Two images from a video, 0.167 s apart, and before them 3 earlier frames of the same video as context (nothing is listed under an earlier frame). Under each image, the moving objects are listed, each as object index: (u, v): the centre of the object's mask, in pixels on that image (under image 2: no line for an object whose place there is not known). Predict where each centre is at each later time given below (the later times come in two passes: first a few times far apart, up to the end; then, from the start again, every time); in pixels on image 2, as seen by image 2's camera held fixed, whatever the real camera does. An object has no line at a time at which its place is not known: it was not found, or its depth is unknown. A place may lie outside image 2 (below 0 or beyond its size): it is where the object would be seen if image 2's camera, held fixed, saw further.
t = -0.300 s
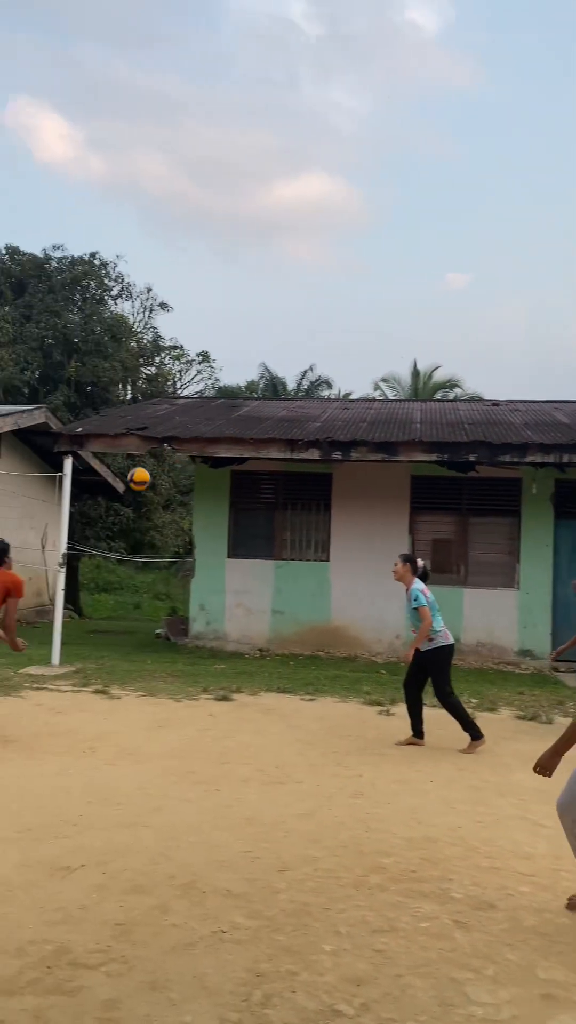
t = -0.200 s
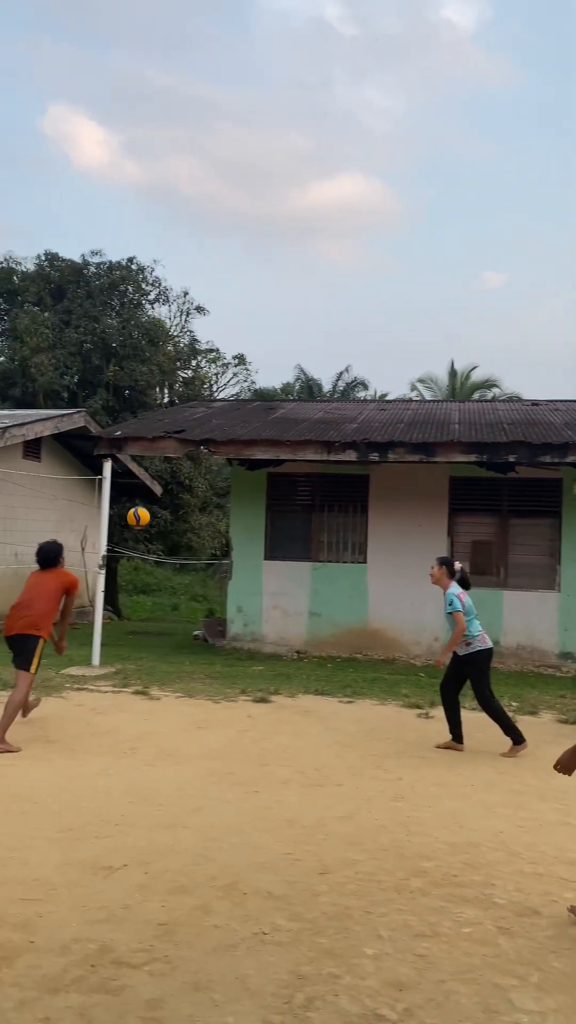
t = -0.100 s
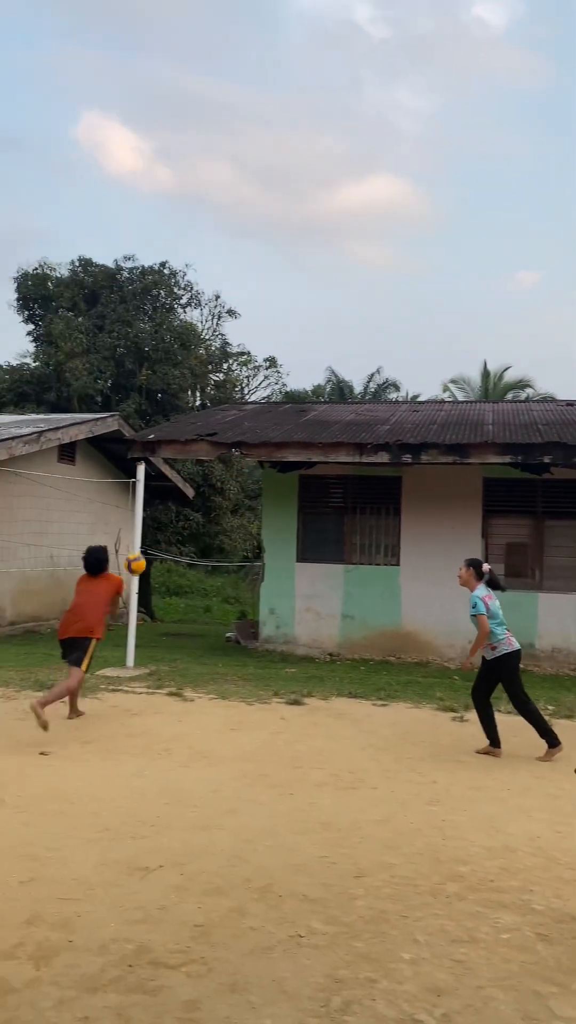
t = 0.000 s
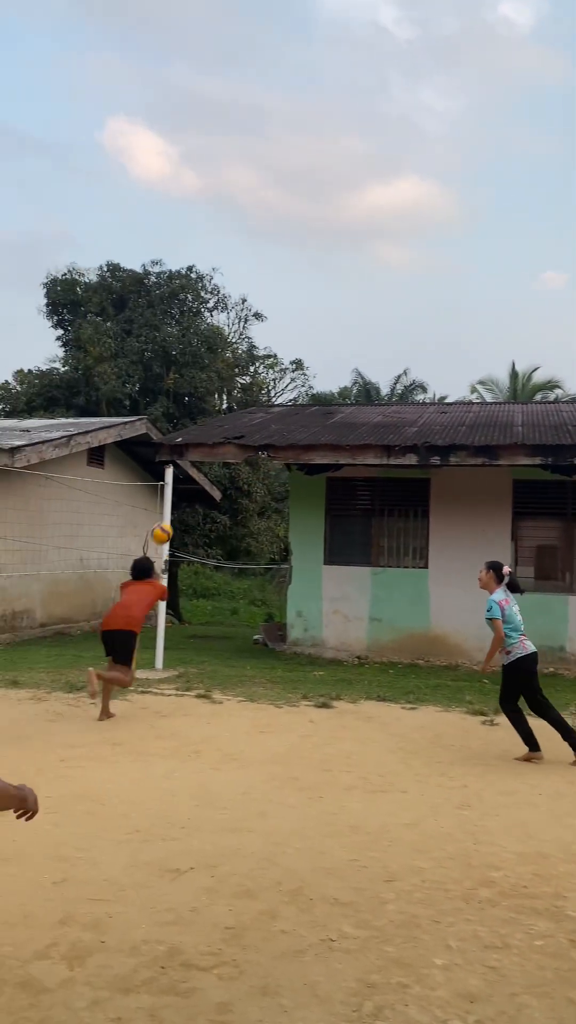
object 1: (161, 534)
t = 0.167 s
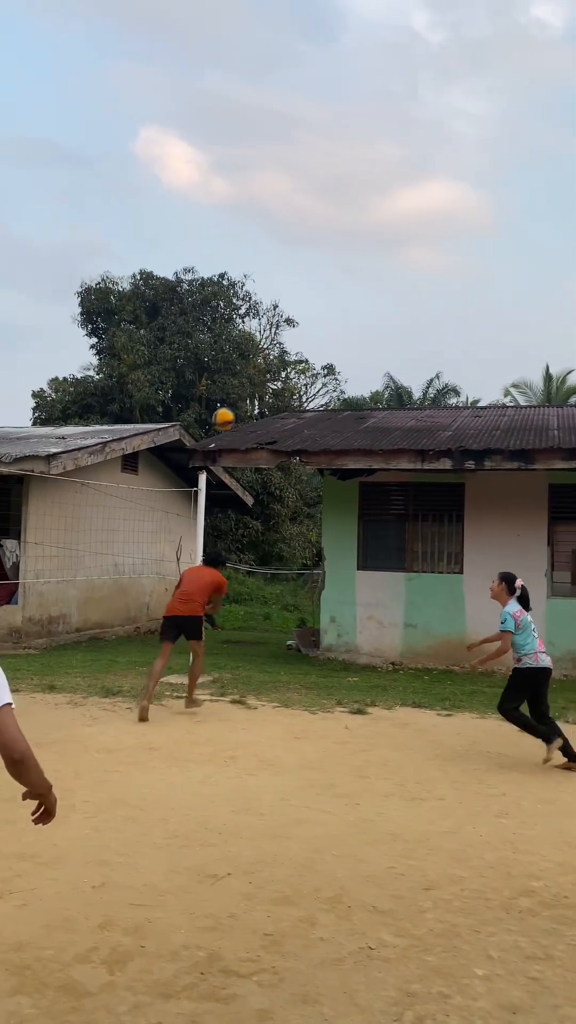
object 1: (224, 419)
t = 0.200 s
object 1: (229, 398)
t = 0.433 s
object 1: (269, 274)
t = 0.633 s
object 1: (305, 207)
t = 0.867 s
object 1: (349, 181)
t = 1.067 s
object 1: (389, 211)
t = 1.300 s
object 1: (437, 322)
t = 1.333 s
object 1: (444, 345)
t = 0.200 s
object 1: (229, 398)
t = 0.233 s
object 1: (235, 378)
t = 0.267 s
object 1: (241, 359)
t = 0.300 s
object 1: (246, 340)
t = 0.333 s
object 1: (252, 322)
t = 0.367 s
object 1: (258, 305)
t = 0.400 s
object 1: (264, 289)
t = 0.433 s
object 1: (269, 274)
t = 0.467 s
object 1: (275, 260)
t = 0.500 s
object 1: (281, 247)
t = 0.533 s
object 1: (287, 235)
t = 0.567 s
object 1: (293, 224)
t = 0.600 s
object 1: (299, 215)
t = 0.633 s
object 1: (305, 207)
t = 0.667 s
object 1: (311, 199)
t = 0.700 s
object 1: (317, 193)
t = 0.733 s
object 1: (323, 188)
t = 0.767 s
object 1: (330, 184)
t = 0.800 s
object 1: (336, 182)
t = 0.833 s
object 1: (342, 181)
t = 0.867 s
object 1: (349, 181)
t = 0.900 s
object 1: (355, 182)
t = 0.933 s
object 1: (362, 185)
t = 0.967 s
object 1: (369, 189)
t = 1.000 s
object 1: (375, 195)
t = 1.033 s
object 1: (382, 203)
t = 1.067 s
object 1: (389, 211)
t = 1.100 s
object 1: (396, 222)
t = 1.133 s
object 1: (402, 234)
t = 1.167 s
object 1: (409, 248)
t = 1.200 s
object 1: (416, 263)
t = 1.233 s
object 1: (423, 281)
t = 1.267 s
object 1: (430, 300)
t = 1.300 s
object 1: (437, 322)
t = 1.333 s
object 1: (444, 345)
